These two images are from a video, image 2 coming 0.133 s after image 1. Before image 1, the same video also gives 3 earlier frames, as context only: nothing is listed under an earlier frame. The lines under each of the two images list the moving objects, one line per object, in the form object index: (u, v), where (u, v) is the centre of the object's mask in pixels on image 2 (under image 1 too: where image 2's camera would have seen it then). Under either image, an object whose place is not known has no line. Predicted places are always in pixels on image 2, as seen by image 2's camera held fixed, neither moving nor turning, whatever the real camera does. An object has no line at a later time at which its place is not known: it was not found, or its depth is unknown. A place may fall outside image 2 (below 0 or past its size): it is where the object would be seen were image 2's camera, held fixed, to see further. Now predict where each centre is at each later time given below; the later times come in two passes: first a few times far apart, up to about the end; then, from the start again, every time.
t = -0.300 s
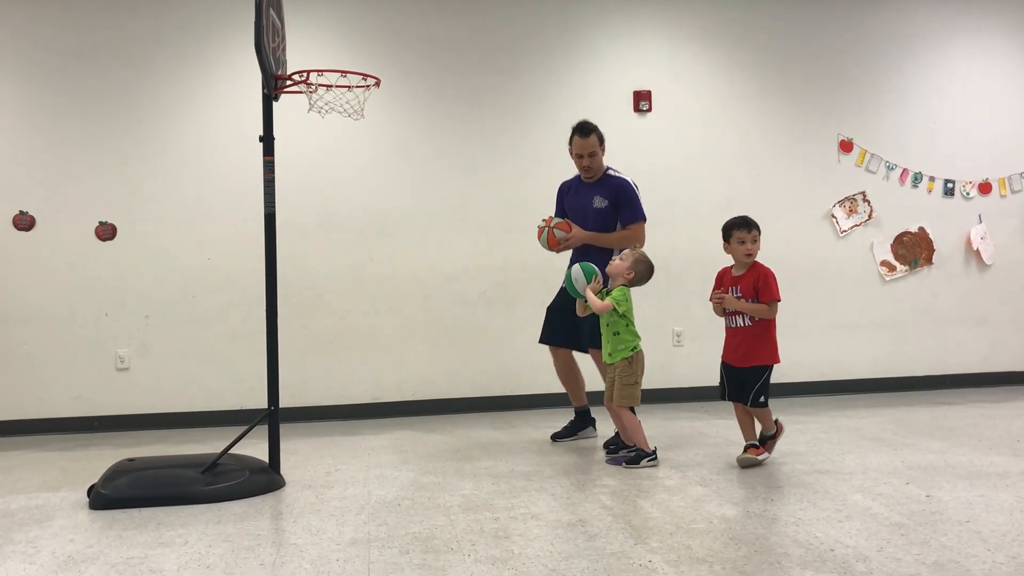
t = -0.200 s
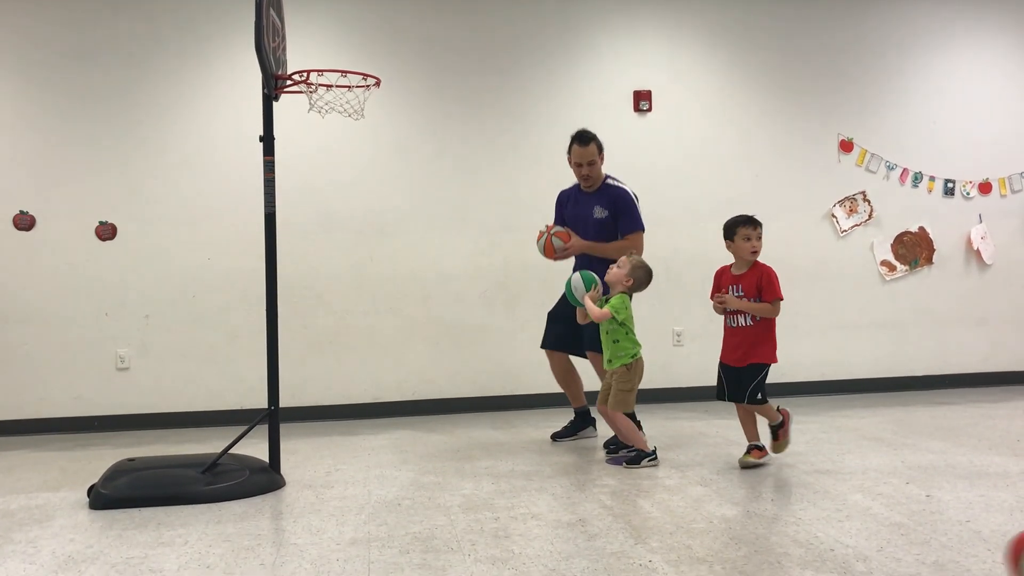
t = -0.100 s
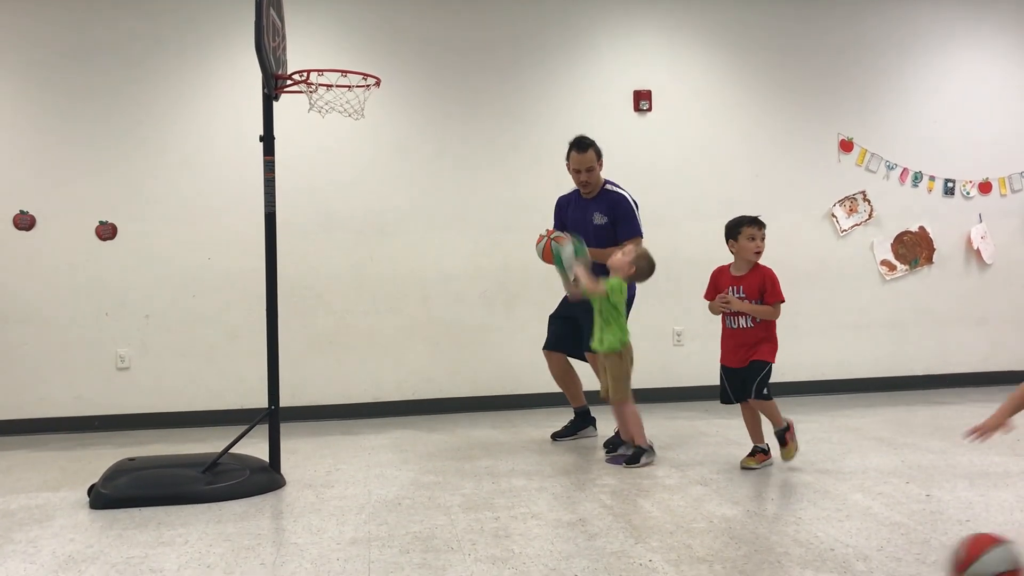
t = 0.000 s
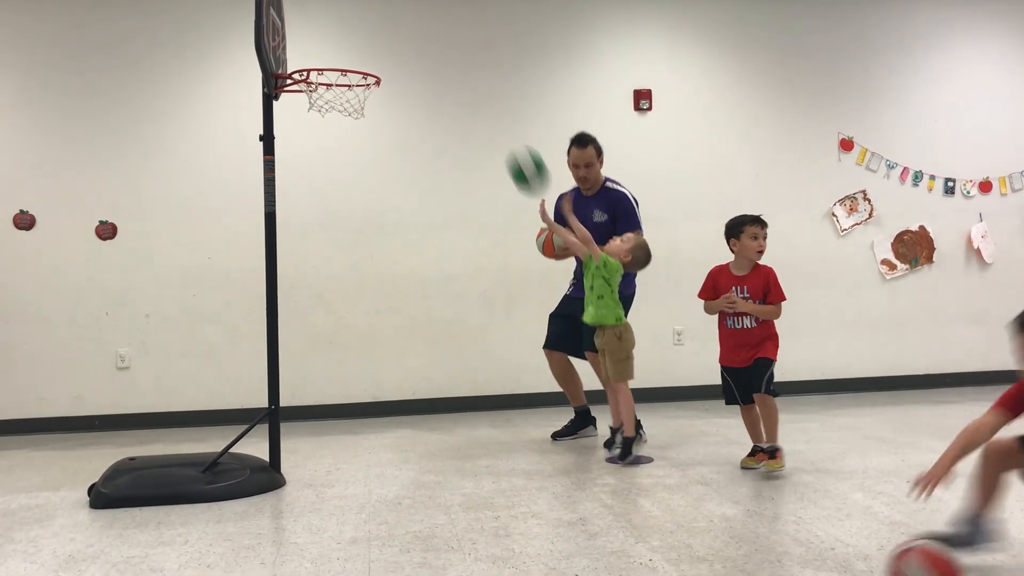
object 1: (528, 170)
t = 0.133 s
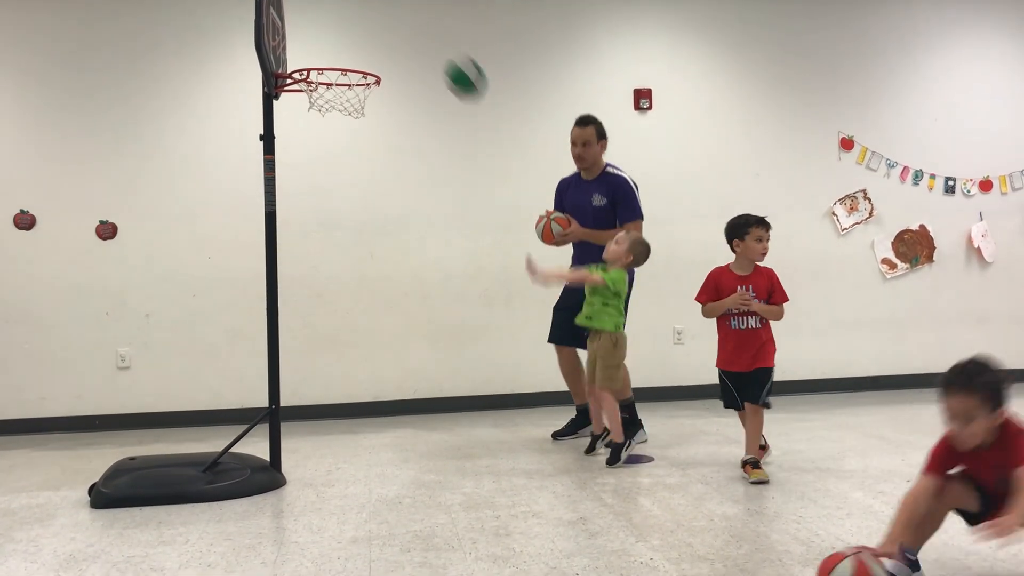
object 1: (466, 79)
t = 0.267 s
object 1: (400, 21)
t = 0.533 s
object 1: (298, 16)
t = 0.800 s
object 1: (358, 31)
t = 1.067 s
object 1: (420, 122)
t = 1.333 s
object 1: (481, 359)
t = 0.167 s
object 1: (449, 61)
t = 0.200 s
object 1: (433, 46)
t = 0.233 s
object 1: (417, 32)
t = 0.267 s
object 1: (400, 21)
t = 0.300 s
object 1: (383, 15)
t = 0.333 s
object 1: (366, 12)
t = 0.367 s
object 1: (350, 10)
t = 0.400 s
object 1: (334, 9)
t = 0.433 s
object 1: (317, 10)
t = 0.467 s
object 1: (303, 11)
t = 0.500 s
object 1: (292, 13)
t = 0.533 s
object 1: (298, 16)
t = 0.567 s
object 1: (305, 23)
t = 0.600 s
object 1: (313, 32)
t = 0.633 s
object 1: (321, 44)
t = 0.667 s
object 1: (329, 45)
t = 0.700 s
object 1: (336, 38)
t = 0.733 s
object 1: (343, 33)
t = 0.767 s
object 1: (351, 31)
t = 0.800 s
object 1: (358, 31)
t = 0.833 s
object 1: (365, 34)
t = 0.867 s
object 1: (372, 40)
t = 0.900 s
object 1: (380, 46)
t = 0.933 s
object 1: (389, 56)
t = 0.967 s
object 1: (397, 69)
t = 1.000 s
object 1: (404, 85)
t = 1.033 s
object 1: (412, 102)
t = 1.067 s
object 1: (420, 122)
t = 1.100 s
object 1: (428, 144)
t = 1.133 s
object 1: (435, 168)
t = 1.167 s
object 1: (442, 195)
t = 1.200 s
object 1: (449, 221)
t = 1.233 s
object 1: (457, 251)
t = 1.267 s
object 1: (465, 283)
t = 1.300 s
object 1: (473, 319)
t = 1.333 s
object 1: (481, 359)
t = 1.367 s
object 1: (488, 392)
